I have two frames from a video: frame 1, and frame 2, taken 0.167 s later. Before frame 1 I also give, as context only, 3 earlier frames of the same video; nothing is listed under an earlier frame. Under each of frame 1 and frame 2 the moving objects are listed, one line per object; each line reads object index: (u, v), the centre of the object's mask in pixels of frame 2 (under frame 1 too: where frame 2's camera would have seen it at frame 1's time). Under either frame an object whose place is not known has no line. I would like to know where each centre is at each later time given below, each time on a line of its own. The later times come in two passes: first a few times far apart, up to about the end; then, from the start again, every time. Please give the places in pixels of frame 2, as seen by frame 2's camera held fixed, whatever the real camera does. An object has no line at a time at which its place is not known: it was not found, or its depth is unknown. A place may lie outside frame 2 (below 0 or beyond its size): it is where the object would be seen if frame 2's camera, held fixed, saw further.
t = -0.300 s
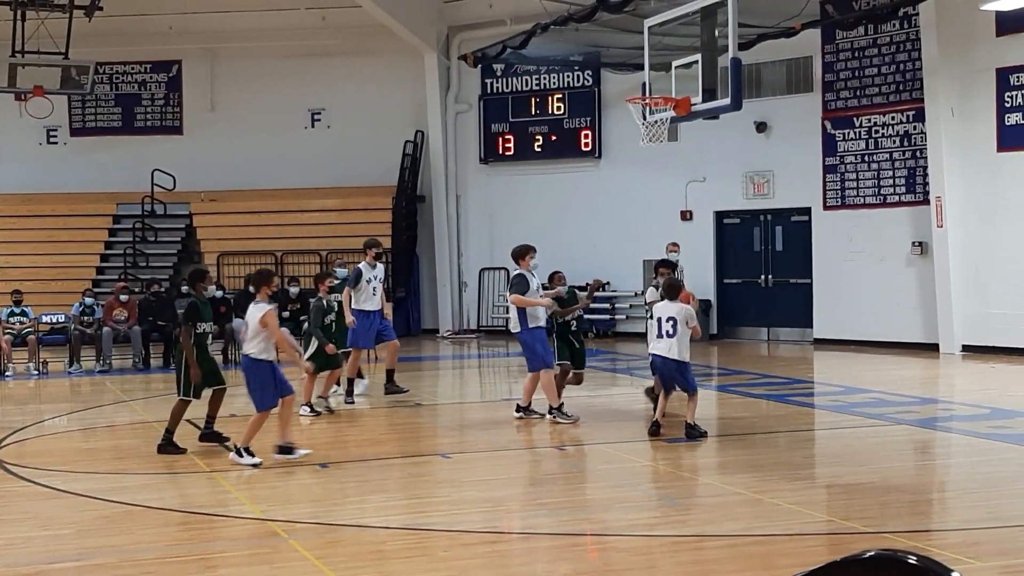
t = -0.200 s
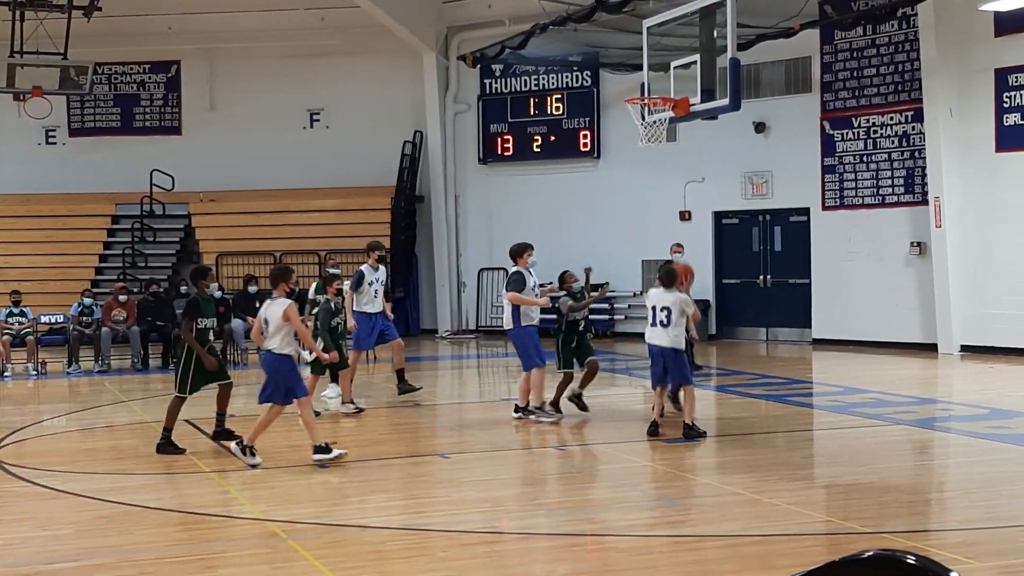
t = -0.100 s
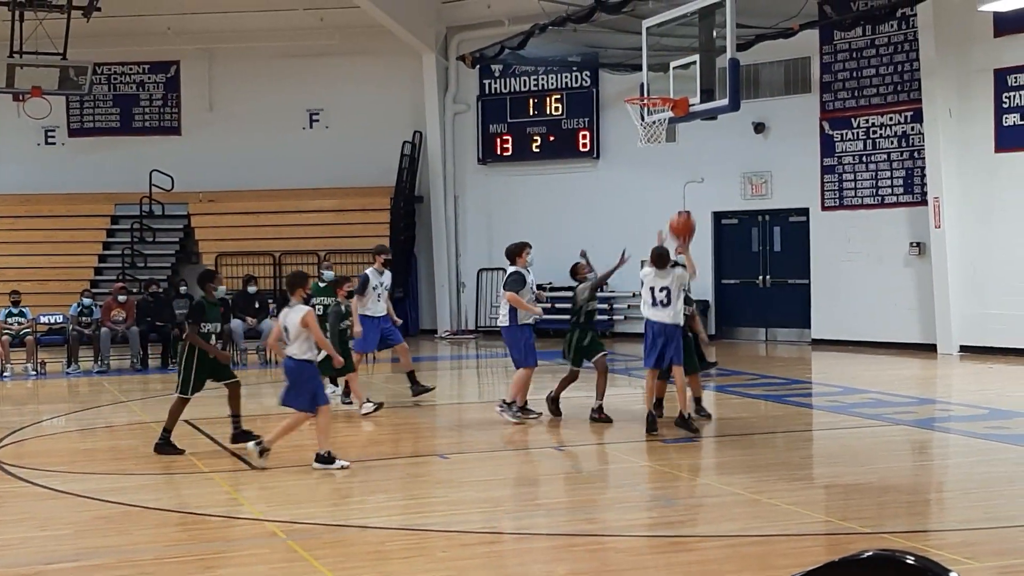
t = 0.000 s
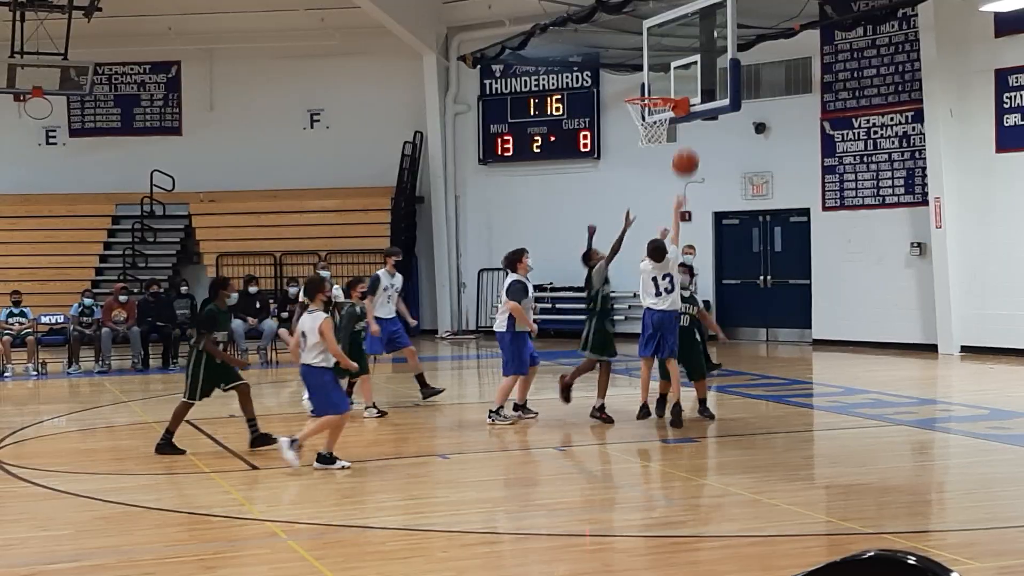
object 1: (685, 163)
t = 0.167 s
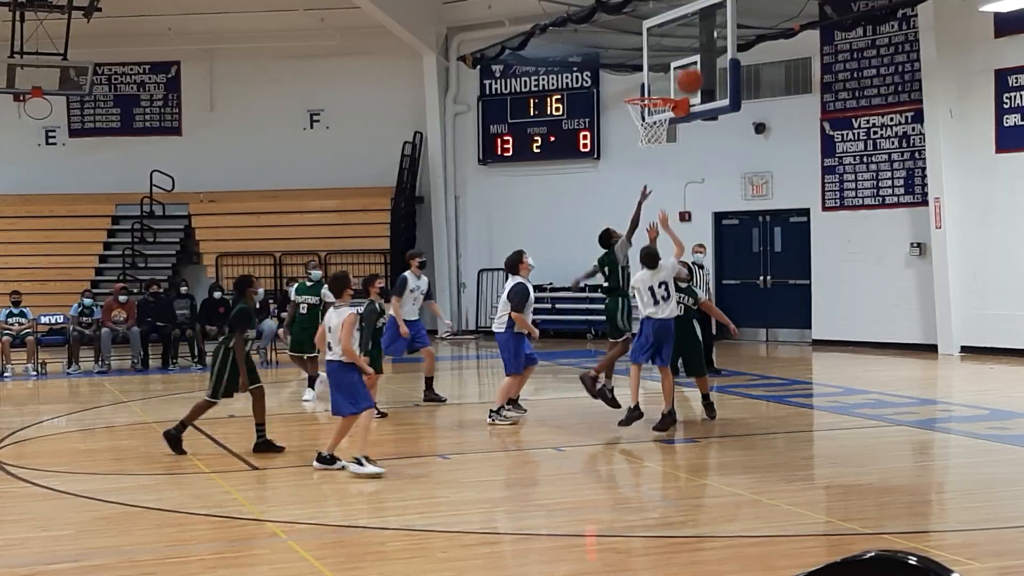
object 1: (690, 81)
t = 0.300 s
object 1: (694, 41)
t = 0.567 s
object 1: (677, 27)
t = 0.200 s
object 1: (691, 69)
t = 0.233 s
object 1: (692, 58)
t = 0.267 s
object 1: (693, 49)
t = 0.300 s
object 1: (694, 41)
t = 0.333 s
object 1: (695, 34)
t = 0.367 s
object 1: (696, 28)
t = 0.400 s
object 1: (696, 24)
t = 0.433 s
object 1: (697, 21)
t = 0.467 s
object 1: (693, 21)
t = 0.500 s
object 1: (687, 21)
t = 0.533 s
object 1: (682, 23)
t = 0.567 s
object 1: (677, 27)
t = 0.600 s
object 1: (672, 31)
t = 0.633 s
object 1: (666, 35)
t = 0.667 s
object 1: (661, 41)
